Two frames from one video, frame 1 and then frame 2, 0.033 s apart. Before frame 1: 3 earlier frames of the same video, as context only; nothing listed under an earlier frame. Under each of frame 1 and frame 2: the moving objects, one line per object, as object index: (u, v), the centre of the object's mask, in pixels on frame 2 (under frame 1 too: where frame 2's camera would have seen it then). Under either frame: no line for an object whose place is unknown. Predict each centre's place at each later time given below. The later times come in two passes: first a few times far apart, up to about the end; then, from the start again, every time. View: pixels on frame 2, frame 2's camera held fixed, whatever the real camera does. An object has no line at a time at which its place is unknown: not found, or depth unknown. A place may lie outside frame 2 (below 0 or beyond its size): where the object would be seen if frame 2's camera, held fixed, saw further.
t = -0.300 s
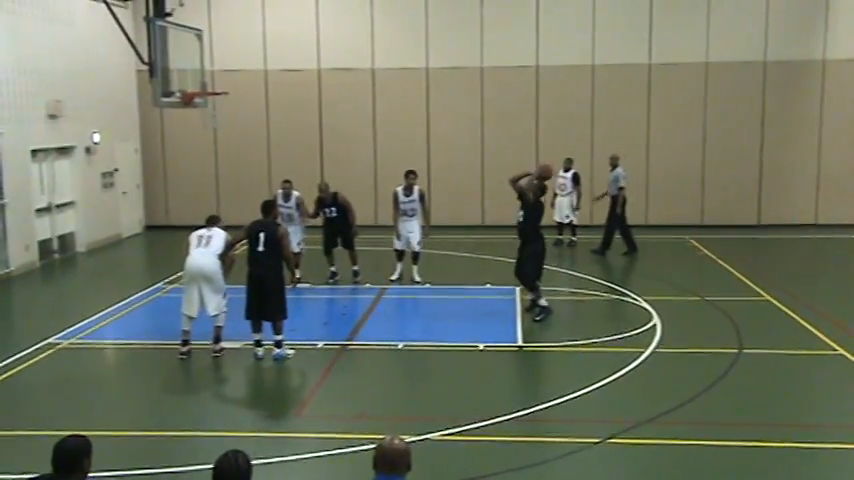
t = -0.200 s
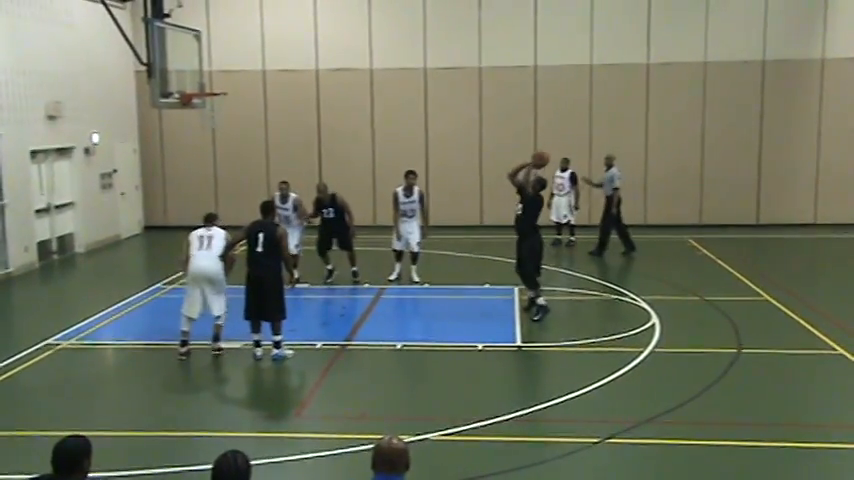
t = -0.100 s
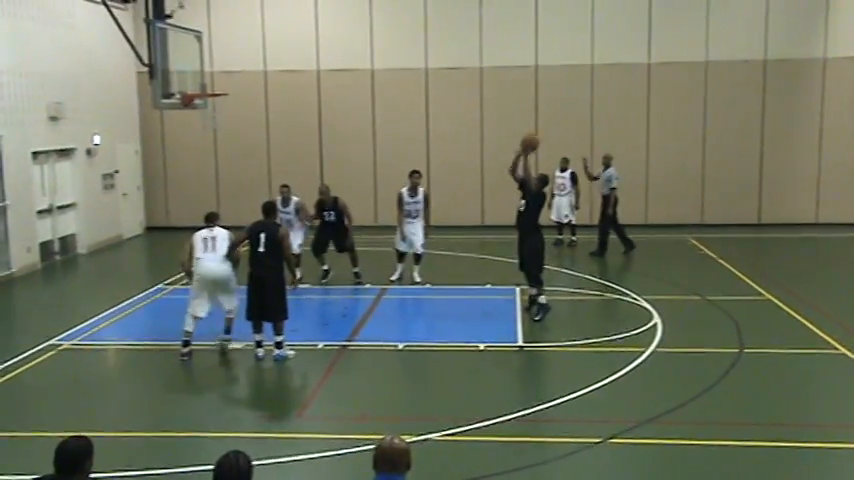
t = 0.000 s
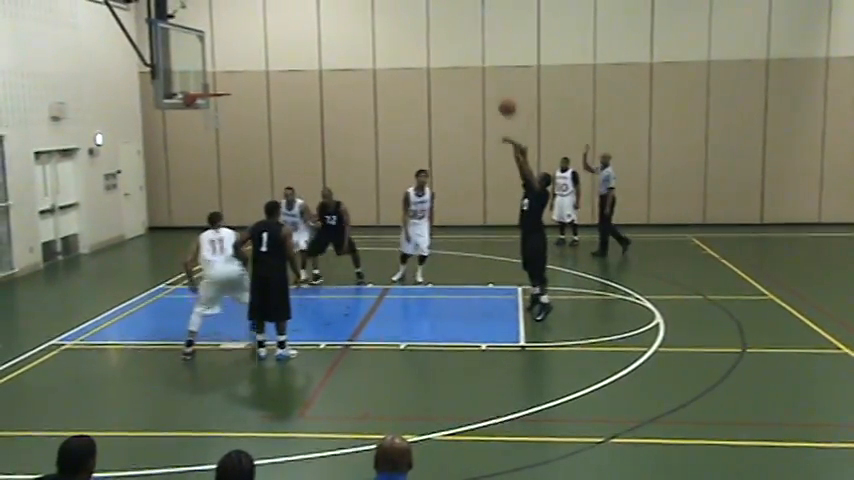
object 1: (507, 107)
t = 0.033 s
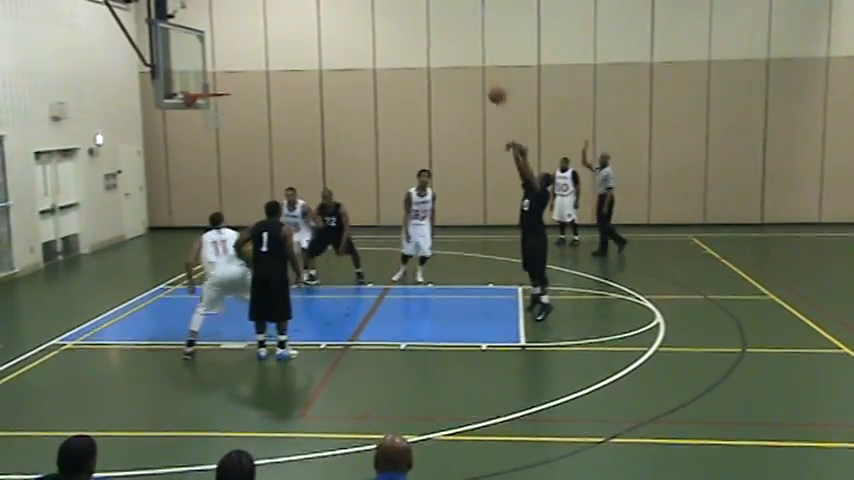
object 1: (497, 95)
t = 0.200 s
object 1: (445, 47)
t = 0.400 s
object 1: (385, 18)
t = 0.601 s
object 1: (327, 18)
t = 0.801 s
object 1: (272, 48)
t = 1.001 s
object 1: (240, 80)
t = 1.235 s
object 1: (270, 66)
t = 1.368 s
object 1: (287, 75)
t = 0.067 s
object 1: (486, 83)
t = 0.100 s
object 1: (476, 73)
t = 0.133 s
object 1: (465, 64)
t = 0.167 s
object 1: (455, 55)
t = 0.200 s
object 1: (445, 47)
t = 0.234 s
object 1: (434, 40)
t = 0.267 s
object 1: (425, 34)
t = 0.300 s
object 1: (414, 28)
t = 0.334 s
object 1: (405, 24)
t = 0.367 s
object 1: (395, 21)
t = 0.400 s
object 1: (385, 18)
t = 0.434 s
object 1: (375, 16)
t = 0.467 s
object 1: (365, 15)
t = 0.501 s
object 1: (355, 15)
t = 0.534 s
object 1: (346, 15)
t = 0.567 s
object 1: (336, 17)
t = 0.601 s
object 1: (327, 18)
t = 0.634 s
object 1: (317, 22)
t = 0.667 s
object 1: (309, 25)
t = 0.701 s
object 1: (299, 30)
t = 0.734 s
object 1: (290, 36)
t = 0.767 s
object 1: (281, 41)
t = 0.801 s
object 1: (272, 48)
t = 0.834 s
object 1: (263, 56)
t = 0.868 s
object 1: (254, 64)
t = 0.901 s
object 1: (245, 73)
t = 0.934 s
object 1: (237, 83)
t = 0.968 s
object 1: (235, 86)
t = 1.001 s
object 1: (240, 80)
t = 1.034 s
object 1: (244, 76)
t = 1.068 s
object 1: (248, 72)
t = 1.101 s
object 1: (252, 69)
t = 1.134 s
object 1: (257, 67)
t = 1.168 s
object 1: (261, 66)
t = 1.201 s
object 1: (266, 65)
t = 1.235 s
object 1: (270, 66)
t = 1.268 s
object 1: (274, 66)
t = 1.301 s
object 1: (279, 68)
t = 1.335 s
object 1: (283, 71)
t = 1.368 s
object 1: (287, 75)
